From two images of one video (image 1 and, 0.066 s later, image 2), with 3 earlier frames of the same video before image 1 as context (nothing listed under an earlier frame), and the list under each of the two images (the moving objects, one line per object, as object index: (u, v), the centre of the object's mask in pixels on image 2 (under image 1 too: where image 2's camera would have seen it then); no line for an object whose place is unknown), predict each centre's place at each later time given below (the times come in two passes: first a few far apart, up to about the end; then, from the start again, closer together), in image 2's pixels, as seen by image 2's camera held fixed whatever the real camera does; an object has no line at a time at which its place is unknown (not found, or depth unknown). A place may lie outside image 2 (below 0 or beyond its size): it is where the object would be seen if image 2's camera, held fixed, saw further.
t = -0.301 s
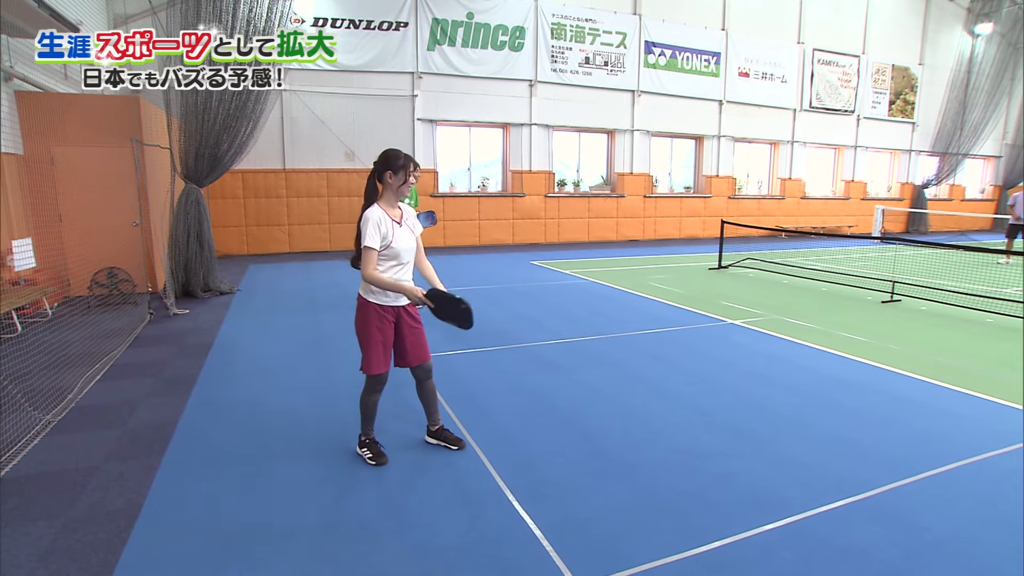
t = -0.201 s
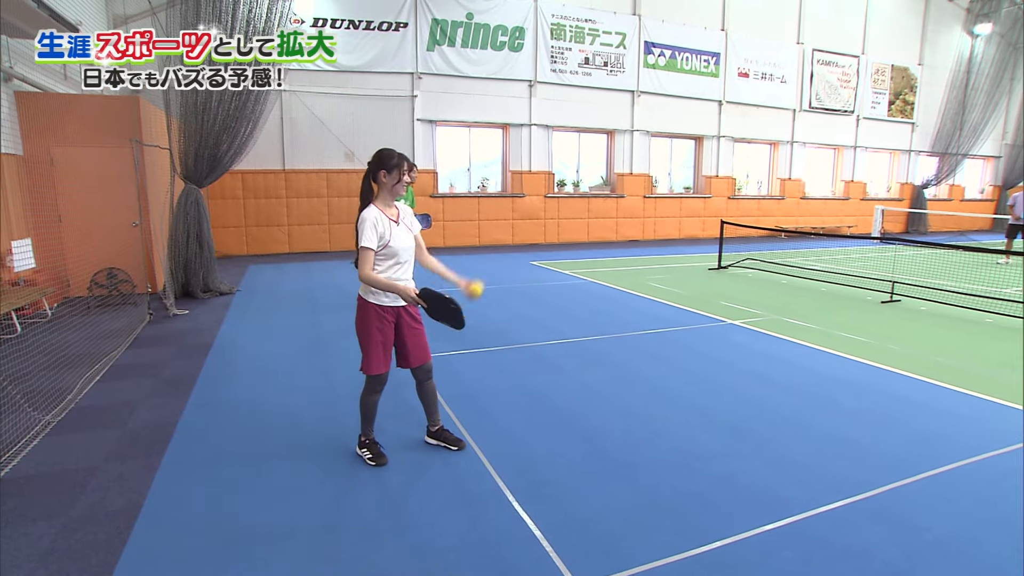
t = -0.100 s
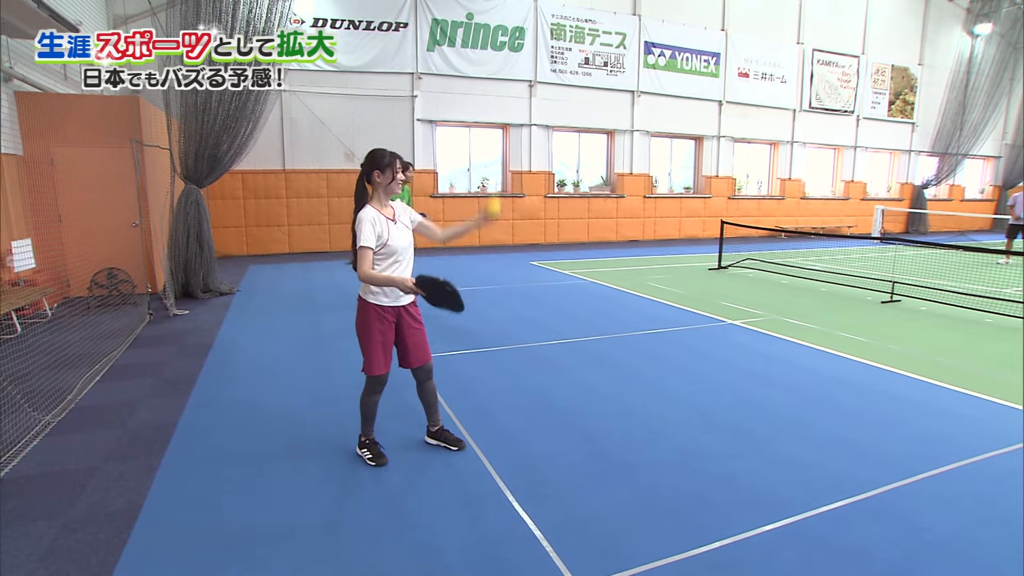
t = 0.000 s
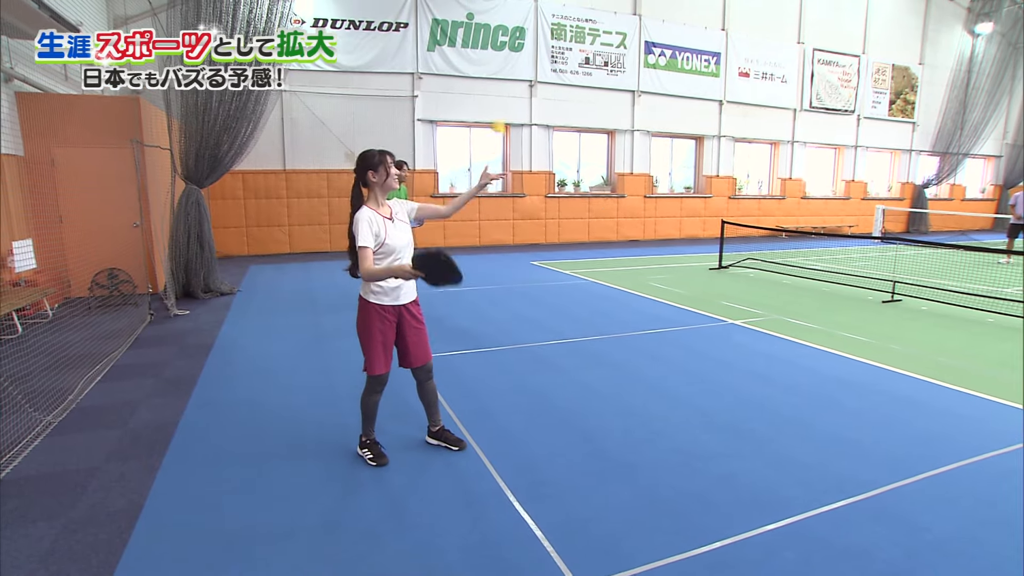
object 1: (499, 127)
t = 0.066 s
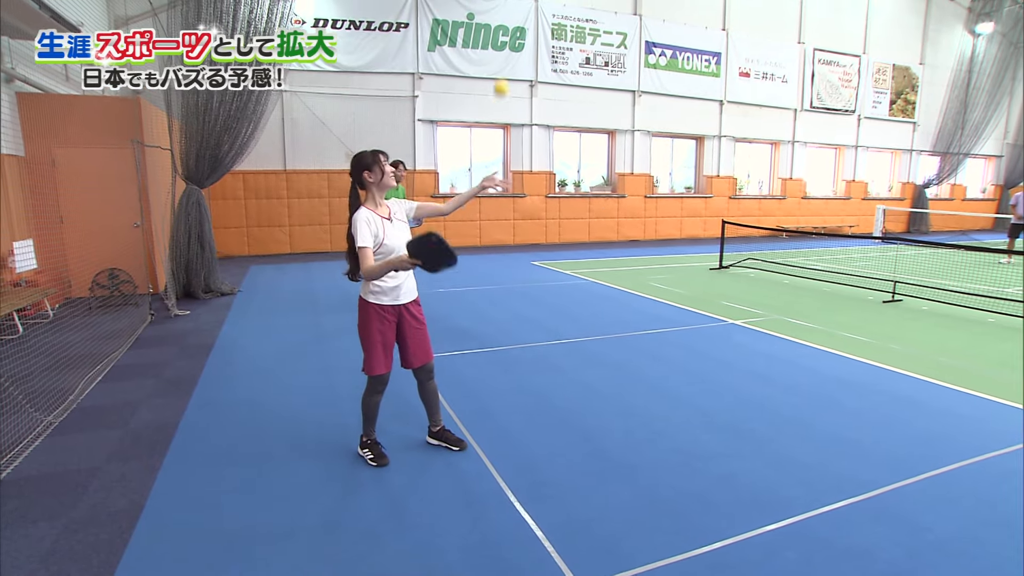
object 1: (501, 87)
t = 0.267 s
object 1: (509, 19)
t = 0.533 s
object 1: (520, 57)
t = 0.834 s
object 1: (532, 263)
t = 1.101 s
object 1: (531, 401)
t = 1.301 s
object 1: (519, 317)
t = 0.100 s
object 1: (502, 70)
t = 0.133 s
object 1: (503, 56)
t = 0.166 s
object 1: (505, 43)
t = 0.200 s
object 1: (506, 33)
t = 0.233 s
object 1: (507, 25)
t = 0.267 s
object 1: (509, 19)
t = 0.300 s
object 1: (510, 16)
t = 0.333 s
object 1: (511, 16)
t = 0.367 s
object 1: (513, 17)
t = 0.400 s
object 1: (514, 21)
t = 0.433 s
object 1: (516, 26)
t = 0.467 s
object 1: (517, 33)
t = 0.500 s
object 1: (518, 44)
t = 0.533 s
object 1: (520, 57)
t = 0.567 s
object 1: (521, 72)
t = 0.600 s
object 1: (522, 88)
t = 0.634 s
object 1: (523, 108)
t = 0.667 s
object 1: (525, 128)
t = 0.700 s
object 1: (526, 151)
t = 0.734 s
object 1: (528, 177)
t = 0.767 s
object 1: (530, 204)
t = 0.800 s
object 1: (532, 232)
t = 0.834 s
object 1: (532, 263)
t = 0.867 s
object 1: (533, 295)
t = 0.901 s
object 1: (534, 328)
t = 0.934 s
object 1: (534, 363)
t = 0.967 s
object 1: (535, 398)
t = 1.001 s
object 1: (535, 433)
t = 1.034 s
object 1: (535, 445)
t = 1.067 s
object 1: (533, 422)
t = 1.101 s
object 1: (531, 401)
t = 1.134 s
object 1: (529, 382)
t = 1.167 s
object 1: (527, 365)
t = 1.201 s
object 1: (525, 350)
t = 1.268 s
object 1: (521, 326)
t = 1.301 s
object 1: (519, 317)
